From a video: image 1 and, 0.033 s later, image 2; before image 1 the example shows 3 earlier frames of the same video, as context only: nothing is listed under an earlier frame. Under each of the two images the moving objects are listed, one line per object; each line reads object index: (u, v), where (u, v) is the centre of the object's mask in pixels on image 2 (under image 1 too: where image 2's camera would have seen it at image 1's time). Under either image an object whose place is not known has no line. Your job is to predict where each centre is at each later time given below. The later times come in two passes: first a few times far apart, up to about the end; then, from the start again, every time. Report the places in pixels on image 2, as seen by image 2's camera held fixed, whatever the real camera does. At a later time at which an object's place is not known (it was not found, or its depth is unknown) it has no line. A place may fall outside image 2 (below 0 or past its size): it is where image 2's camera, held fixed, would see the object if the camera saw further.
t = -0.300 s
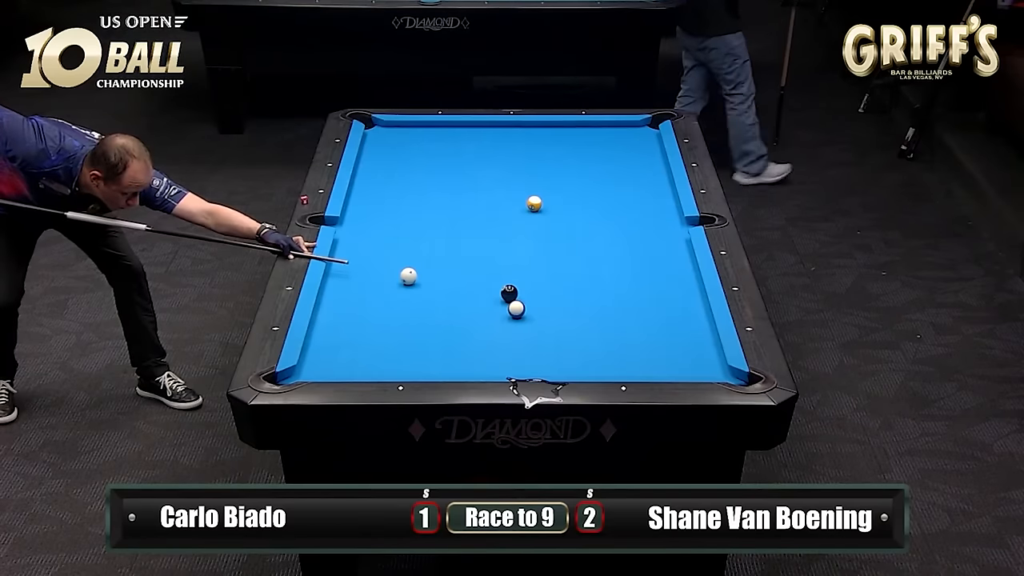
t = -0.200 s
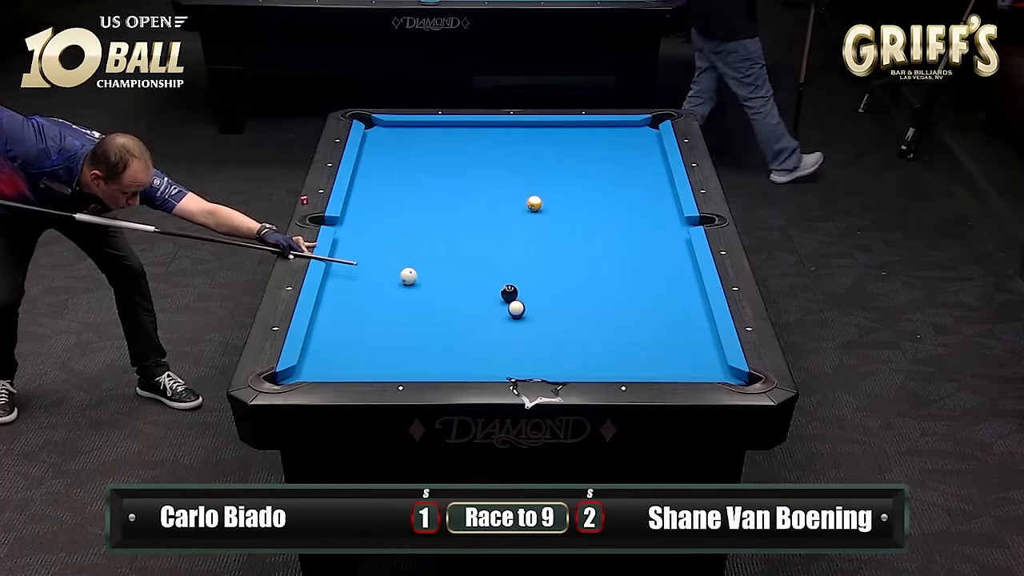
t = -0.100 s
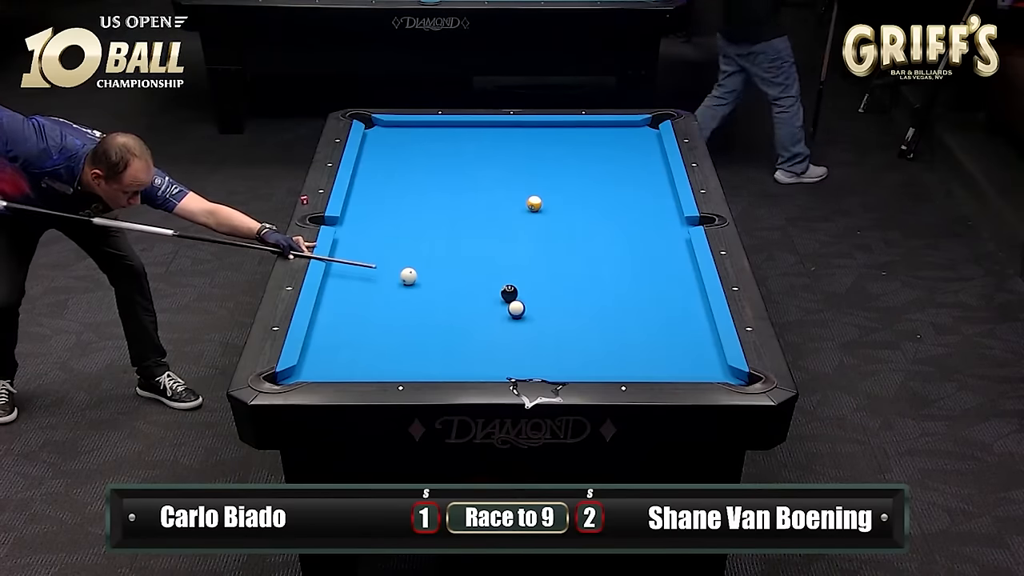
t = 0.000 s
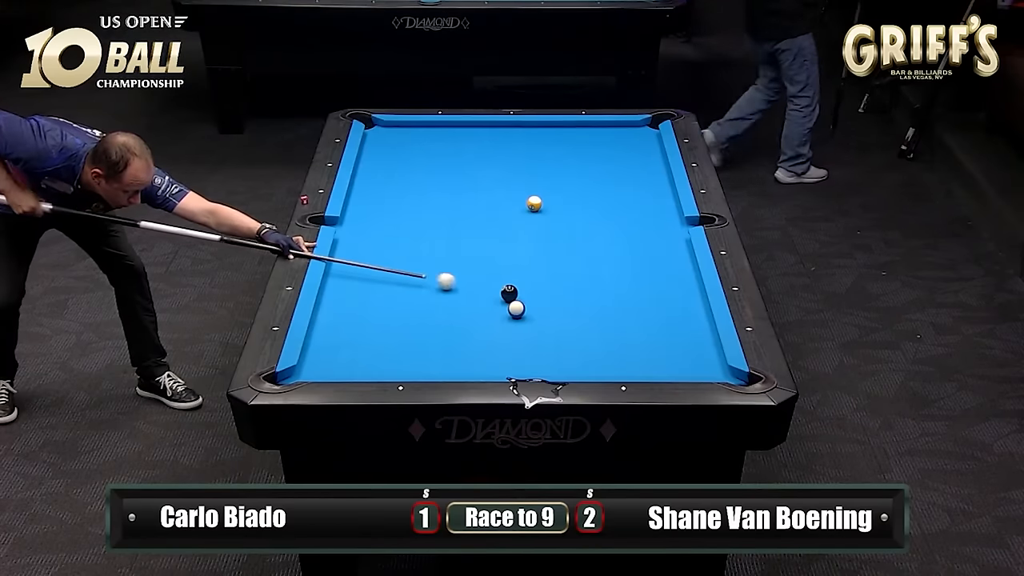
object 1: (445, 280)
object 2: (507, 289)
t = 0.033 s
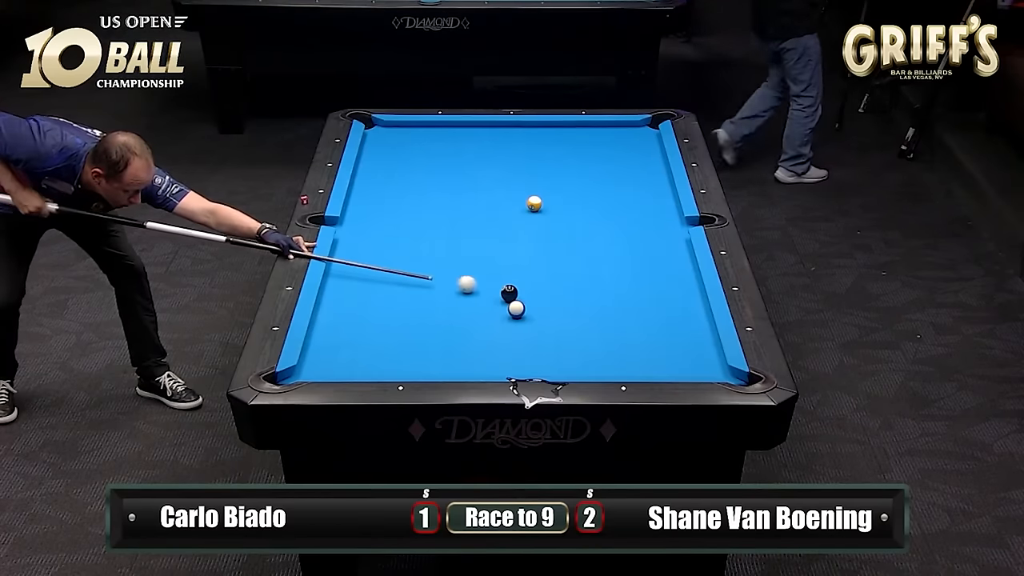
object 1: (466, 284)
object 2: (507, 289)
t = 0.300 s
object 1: (541, 277)
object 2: (584, 321)
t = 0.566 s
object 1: (613, 268)
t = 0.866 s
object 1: (683, 258)
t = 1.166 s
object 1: (634, 248)
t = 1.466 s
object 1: (594, 238)
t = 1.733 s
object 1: (559, 230)
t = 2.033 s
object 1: (521, 221)
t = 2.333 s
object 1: (487, 212)
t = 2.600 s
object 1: (460, 206)
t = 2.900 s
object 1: (429, 199)
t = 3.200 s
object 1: (401, 192)
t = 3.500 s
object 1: (377, 186)
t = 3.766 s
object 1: (356, 182)
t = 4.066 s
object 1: (371, 178)
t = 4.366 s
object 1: (383, 175)
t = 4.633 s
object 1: (393, 173)
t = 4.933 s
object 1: (402, 171)
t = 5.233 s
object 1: (410, 169)
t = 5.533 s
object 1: (417, 167)
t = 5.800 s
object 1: (421, 166)
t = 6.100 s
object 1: (425, 165)
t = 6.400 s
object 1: (428, 164)
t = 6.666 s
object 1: (429, 164)
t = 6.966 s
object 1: (429, 164)
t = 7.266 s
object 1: (429, 164)
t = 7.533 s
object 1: (429, 164)
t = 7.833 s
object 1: (429, 164)
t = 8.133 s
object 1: (429, 164)
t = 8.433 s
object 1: (429, 164)
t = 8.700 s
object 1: (429, 164)
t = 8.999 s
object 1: (429, 164)
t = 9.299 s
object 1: (429, 164)
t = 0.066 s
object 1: (487, 286)
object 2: (507, 289)
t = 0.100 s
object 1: (500, 286)
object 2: (515, 292)
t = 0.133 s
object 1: (503, 285)
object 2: (522, 294)
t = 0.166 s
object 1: (510, 284)
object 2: (535, 300)
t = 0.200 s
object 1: (517, 281)
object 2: (548, 304)
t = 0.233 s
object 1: (525, 280)
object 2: (560, 309)
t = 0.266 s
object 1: (532, 278)
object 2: (573, 314)
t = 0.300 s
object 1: (541, 277)
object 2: (584, 321)
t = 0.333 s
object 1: (554, 275)
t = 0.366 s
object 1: (563, 274)
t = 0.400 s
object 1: (573, 273)
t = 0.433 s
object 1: (582, 272)
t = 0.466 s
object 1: (591, 271)
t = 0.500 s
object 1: (600, 270)
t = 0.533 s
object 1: (604, 269)
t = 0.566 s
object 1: (613, 268)
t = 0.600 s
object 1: (622, 267)
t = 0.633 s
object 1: (631, 266)
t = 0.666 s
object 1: (640, 265)
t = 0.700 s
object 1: (649, 264)
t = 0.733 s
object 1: (662, 263)
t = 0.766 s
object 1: (670, 262)
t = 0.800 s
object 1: (679, 261)
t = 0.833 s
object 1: (688, 260)
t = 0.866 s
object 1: (683, 258)
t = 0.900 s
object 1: (676, 257)
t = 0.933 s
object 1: (672, 257)
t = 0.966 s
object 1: (667, 255)
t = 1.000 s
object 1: (661, 254)
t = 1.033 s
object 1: (657, 253)
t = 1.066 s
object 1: (652, 252)
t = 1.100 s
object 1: (647, 251)
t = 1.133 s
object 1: (639, 249)
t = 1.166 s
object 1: (634, 248)
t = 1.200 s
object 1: (629, 247)
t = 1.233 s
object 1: (625, 246)
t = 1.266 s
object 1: (619, 244)
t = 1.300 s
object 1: (615, 243)
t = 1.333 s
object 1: (613, 243)
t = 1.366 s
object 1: (608, 242)
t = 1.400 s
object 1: (603, 241)
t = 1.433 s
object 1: (599, 239)
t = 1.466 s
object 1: (594, 238)
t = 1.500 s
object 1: (590, 237)
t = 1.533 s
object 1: (583, 236)
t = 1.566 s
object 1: (579, 235)
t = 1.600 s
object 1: (574, 234)
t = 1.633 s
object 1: (570, 233)
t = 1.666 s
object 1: (566, 232)
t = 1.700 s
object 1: (562, 230)
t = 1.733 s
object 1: (559, 230)
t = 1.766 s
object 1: (555, 229)
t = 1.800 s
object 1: (551, 228)
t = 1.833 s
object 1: (547, 227)
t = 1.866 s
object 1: (543, 226)
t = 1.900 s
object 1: (539, 225)
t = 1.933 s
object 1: (533, 224)
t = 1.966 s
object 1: (529, 223)
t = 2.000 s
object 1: (525, 222)
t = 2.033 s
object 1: (521, 221)
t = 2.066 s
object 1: (517, 220)
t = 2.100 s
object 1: (513, 219)
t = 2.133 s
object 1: (511, 219)
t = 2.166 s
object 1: (508, 218)
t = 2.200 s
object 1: (504, 217)
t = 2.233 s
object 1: (500, 216)
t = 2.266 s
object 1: (496, 215)
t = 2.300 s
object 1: (493, 214)
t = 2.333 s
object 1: (487, 212)
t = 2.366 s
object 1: (483, 212)
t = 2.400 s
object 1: (480, 211)
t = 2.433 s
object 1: (476, 210)
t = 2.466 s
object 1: (472, 209)
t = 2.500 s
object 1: (469, 208)
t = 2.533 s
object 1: (467, 208)
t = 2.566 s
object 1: (464, 207)
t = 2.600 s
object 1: (460, 206)
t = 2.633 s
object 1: (457, 206)
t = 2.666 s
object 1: (454, 205)
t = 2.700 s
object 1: (450, 204)
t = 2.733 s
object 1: (445, 203)
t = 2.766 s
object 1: (442, 202)
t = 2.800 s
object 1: (439, 201)
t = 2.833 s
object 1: (436, 200)
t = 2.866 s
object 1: (432, 200)
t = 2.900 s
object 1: (429, 199)
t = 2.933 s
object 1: (428, 199)
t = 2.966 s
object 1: (424, 198)
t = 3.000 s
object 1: (421, 197)
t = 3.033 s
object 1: (418, 196)
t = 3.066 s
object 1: (415, 195)
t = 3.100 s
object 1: (412, 195)
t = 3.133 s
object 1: (407, 194)
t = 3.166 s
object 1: (404, 193)
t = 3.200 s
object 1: (401, 192)
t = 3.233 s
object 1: (398, 192)
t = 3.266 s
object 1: (396, 191)
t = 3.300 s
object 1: (392, 190)
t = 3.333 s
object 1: (391, 190)
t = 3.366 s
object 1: (388, 189)
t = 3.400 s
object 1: (385, 189)
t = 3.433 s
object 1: (382, 188)
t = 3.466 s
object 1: (380, 187)
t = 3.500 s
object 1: (377, 186)
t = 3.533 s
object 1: (373, 186)
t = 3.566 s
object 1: (370, 185)
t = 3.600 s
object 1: (367, 184)
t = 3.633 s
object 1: (365, 184)
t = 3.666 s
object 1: (362, 183)
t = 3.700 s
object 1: (359, 182)
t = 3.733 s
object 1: (358, 182)
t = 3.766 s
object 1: (356, 182)
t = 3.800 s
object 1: (358, 181)
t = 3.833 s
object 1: (360, 181)
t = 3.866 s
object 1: (361, 180)
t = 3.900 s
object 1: (363, 180)
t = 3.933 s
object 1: (365, 180)
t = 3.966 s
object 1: (367, 179)
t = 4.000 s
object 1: (368, 179)
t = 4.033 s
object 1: (370, 178)
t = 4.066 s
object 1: (371, 178)
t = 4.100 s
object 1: (373, 178)
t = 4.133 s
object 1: (374, 177)
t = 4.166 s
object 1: (375, 177)
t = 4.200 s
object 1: (376, 177)
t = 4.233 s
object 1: (378, 176)
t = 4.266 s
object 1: (379, 176)
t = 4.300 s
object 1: (380, 176)
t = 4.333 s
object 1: (382, 175)
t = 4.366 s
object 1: (383, 175)
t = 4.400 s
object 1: (384, 175)
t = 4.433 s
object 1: (386, 175)
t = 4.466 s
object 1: (387, 174)
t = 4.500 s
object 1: (388, 174)
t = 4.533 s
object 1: (389, 174)
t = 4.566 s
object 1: (390, 174)
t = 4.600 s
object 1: (391, 173)
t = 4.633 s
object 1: (393, 173)
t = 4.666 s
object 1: (394, 173)
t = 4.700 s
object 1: (395, 172)
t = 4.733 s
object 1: (396, 172)
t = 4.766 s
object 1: (397, 172)
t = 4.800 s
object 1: (398, 171)
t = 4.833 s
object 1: (400, 171)
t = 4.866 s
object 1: (400, 171)
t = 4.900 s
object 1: (401, 171)
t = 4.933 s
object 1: (402, 171)
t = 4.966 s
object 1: (403, 171)
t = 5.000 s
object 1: (404, 170)
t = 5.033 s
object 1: (405, 170)
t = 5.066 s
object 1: (406, 169)
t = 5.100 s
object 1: (407, 169)
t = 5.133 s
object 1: (408, 169)
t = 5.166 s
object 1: (408, 169)
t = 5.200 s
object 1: (409, 169)
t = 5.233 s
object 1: (410, 169)
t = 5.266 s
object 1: (411, 168)
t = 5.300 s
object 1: (412, 168)
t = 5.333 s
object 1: (412, 168)
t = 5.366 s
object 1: (413, 168)
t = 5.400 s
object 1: (414, 168)
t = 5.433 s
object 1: (415, 168)
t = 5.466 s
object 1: (415, 167)
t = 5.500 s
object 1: (416, 167)
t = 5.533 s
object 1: (417, 167)
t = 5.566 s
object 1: (417, 167)
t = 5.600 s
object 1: (418, 167)
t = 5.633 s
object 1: (419, 167)
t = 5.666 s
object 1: (419, 167)
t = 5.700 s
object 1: (420, 166)
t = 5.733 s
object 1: (420, 166)
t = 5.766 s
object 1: (420, 166)
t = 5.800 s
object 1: (421, 166)
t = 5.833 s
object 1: (422, 166)
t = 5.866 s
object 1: (422, 166)
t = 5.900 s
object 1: (422, 166)
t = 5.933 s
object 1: (423, 165)
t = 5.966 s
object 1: (423, 165)
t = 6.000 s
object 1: (424, 165)
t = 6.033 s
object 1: (424, 165)
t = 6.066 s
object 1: (425, 165)
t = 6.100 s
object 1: (425, 165)
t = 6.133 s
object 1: (425, 165)
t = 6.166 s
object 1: (426, 165)
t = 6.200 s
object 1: (426, 165)
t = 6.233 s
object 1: (426, 165)
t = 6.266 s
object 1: (427, 165)
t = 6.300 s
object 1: (427, 165)
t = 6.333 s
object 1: (427, 164)
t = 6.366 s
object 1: (428, 164)
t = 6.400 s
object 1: (428, 164)
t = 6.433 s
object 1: (428, 164)
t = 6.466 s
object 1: (428, 164)
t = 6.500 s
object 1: (428, 164)
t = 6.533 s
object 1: (429, 164)
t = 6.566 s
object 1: (429, 164)
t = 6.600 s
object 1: (429, 164)
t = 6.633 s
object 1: (429, 164)
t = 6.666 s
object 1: (429, 164)
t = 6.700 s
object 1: (429, 164)
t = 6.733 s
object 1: (429, 164)
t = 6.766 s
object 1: (429, 164)
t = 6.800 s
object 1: (429, 164)
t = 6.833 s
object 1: (429, 164)
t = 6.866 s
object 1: (429, 164)
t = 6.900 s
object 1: (429, 164)
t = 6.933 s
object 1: (429, 164)
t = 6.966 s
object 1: (429, 164)
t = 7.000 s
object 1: (429, 164)
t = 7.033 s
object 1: (429, 164)
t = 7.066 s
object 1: (429, 164)
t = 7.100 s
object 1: (429, 164)
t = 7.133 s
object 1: (429, 164)
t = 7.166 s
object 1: (429, 164)
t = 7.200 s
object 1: (429, 164)
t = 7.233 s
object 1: (429, 164)
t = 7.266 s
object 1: (429, 164)
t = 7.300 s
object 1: (429, 164)
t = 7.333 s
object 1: (429, 164)
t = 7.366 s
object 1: (429, 164)
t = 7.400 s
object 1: (429, 164)
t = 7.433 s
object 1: (429, 164)
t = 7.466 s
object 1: (429, 164)
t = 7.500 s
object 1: (429, 164)
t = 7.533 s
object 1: (429, 164)
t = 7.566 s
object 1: (429, 164)
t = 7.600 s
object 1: (429, 164)
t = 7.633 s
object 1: (429, 164)
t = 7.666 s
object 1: (429, 164)
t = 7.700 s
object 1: (429, 164)
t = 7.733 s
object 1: (429, 164)
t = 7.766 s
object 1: (429, 164)
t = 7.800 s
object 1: (429, 164)
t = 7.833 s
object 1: (429, 164)
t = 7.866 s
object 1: (429, 164)
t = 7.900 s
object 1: (429, 164)
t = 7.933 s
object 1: (429, 164)
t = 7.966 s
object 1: (429, 164)
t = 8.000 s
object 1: (429, 164)
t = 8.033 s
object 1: (429, 164)
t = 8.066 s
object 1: (429, 164)
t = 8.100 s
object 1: (429, 164)
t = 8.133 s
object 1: (429, 164)
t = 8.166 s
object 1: (429, 164)
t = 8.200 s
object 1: (429, 164)
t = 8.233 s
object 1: (429, 164)
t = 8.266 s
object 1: (429, 164)
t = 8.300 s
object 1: (429, 164)
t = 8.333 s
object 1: (429, 164)
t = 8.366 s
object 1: (429, 164)
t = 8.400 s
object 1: (429, 164)
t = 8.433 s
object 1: (429, 164)
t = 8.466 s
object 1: (429, 164)
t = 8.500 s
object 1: (429, 164)
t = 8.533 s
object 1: (429, 164)
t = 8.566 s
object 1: (429, 164)
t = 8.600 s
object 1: (429, 164)
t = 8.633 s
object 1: (429, 164)
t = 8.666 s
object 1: (429, 164)
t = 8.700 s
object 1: (429, 164)
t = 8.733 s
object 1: (429, 164)
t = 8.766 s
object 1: (429, 164)
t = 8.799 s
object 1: (429, 164)
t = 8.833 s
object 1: (429, 164)
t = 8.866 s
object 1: (429, 164)
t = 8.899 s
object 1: (429, 164)
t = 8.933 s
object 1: (429, 164)
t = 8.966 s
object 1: (429, 164)
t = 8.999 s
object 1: (429, 164)
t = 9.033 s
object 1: (429, 164)
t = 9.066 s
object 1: (429, 164)
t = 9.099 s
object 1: (429, 164)
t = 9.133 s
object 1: (429, 164)
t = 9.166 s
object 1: (429, 164)
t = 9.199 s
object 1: (429, 164)
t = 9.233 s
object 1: (429, 164)
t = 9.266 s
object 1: (429, 164)
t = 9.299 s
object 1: (429, 164)
